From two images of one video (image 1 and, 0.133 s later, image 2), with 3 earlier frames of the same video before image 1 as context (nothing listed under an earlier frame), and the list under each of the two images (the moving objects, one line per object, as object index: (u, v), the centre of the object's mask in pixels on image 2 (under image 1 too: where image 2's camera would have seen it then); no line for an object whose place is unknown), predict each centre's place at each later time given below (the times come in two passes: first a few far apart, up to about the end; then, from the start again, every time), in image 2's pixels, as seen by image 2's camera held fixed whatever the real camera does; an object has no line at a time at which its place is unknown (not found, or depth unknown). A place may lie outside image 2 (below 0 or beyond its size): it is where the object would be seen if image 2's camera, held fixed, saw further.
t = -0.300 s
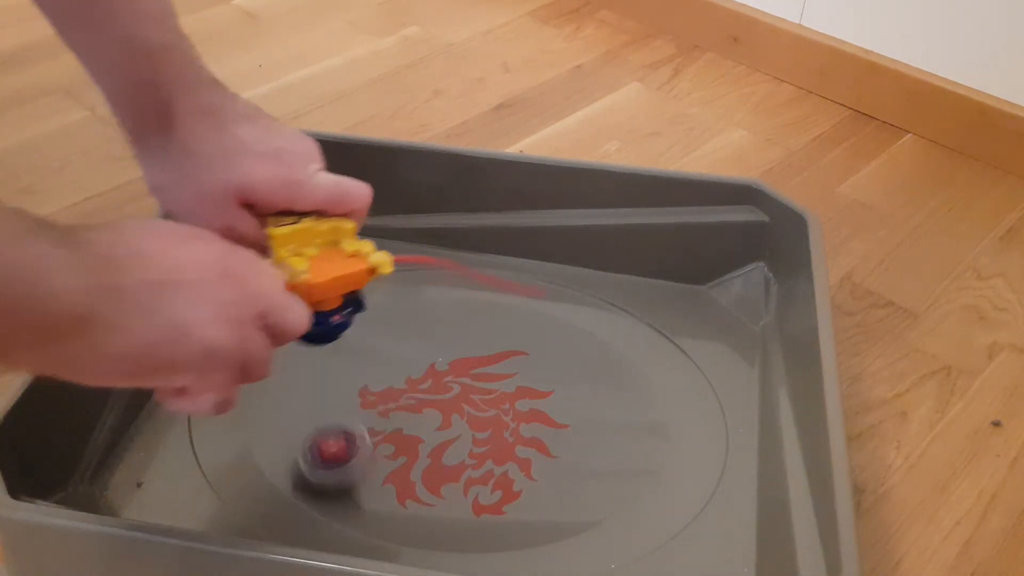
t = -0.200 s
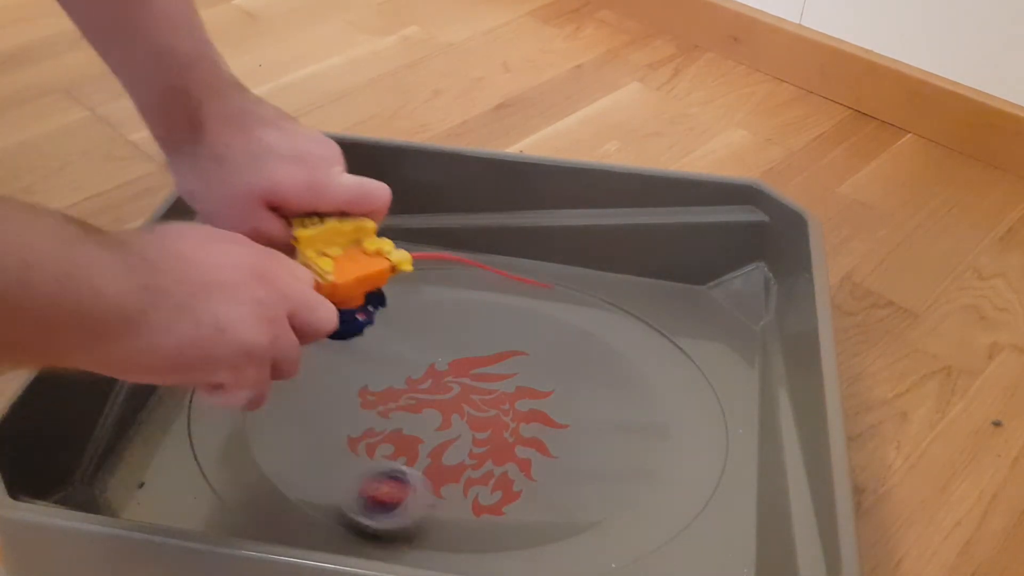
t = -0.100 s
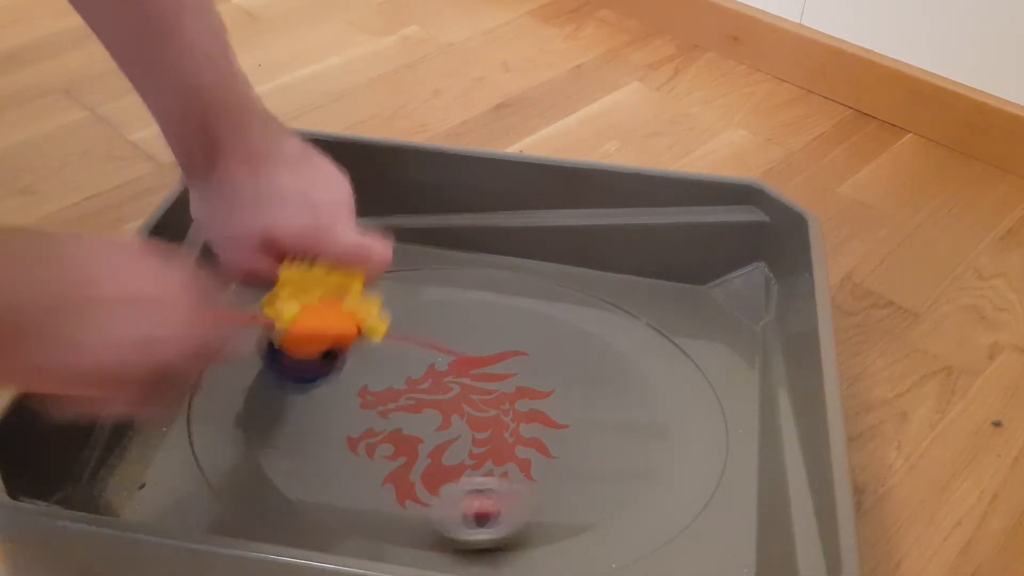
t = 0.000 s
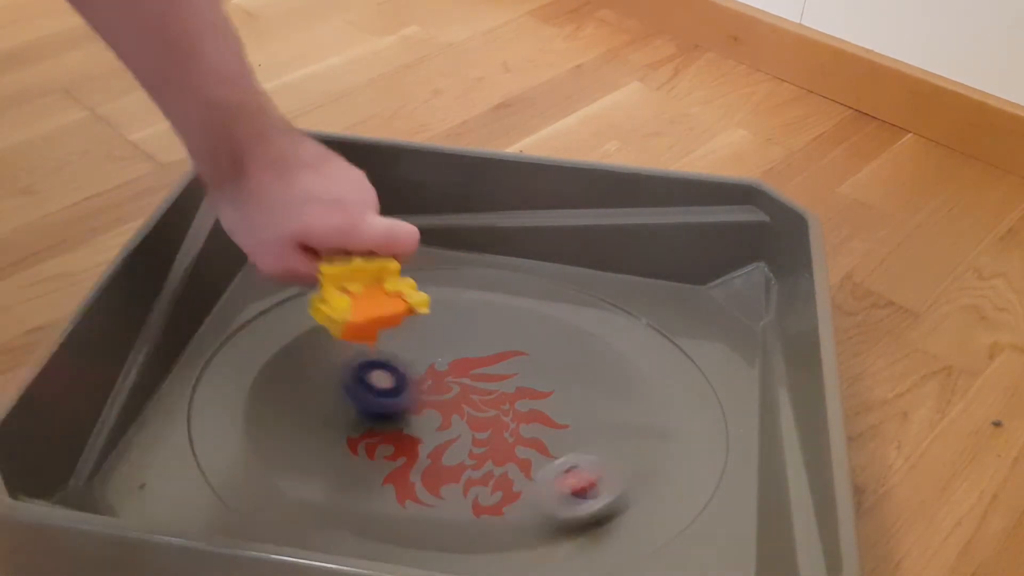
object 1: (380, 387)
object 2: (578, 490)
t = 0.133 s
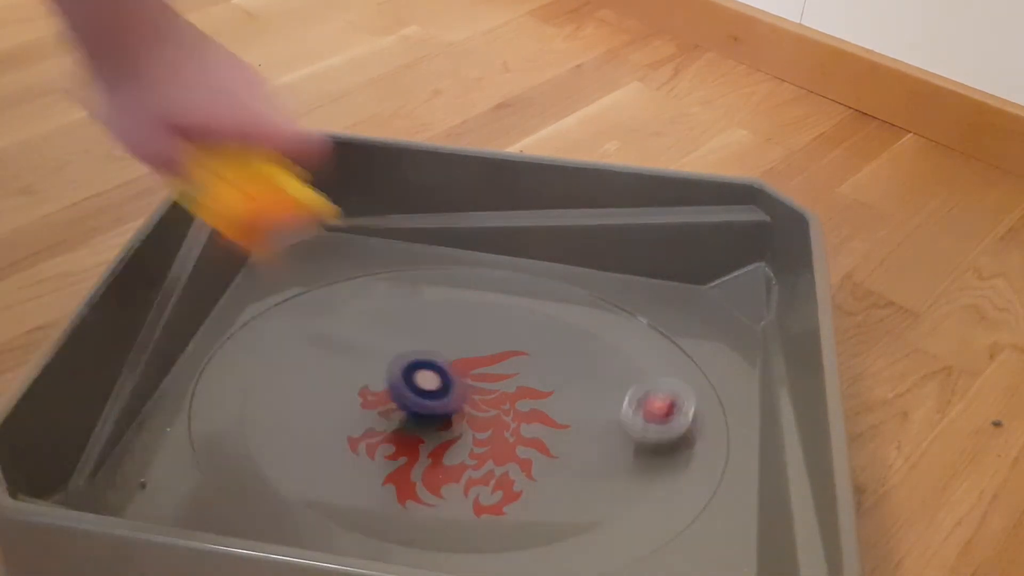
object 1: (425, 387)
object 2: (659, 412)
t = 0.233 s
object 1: (444, 372)
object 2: (645, 358)
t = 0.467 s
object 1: (387, 341)
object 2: (478, 324)
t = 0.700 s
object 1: (303, 364)
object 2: (330, 430)
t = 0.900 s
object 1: (409, 413)
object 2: (419, 517)
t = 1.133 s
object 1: (558, 373)
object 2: (627, 445)
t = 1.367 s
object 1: (498, 318)
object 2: (569, 336)
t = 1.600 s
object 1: (323, 333)
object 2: (395, 404)
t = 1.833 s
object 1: (304, 456)
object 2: (412, 497)
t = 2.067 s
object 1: (406, 437)
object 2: (724, 458)
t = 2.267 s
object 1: (383, 387)
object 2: (726, 348)
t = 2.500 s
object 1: (377, 399)
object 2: (700, 307)
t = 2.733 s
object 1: (414, 410)
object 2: (662, 292)
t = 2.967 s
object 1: (460, 372)
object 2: (636, 286)
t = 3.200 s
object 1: (461, 350)
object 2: (606, 286)
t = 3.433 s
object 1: (445, 367)
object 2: (496, 295)
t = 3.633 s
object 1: (482, 380)
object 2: (346, 376)
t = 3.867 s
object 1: (532, 386)
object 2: (393, 491)
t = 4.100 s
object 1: (516, 372)
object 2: (586, 452)
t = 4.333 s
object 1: (491, 396)
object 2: (543, 350)
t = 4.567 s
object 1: (477, 435)
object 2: (372, 367)
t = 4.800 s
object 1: (497, 456)
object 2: (374, 465)
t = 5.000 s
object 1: (568, 430)
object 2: (479, 455)
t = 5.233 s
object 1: (599, 349)
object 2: (479, 365)
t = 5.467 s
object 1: (465, 340)
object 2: (383, 345)
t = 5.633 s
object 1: (484, 407)
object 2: (282, 379)
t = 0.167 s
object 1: (432, 384)
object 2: (662, 394)
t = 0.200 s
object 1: (438, 379)
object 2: (656, 373)
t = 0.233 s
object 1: (444, 372)
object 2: (645, 358)
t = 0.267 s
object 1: (451, 364)
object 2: (626, 342)
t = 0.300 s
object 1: (454, 352)
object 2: (603, 331)
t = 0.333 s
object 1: (456, 344)
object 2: (575, 325)
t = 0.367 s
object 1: (454, 339)
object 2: (543, 323)
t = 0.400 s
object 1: (446, 338)
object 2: (516, 321)
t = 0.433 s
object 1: (412, 340)
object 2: (499, 321)
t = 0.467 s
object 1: (387, 341)
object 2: (478, 324)
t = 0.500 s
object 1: (362, 341)
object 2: (453, 332)
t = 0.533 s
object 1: (342, 340)
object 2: (426, 341)
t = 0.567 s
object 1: (327, 339)
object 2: (400, 355)
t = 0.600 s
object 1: (313, 341)
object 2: (377, 369)
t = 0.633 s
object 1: (305, 343)
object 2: (357, 387)
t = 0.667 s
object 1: (301, 353)
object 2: (339, 412)
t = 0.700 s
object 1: (303, 364)
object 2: (330, 430)
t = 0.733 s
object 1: (310, 373)
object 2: (327, 451)
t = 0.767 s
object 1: (322, 386)
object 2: (331, 469)
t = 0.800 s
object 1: (339, 398)
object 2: (343, 486)
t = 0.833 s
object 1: (361, 404)
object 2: (362, 500)
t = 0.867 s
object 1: (385, 410)
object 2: (389, 509)
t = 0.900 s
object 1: (409, 413)
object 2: (419, 517)
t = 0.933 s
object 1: (434, 417)
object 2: (455, 520)
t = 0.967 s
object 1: (458, 416)
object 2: (489, 517)
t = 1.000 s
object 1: (480, 414)
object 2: (524, 510)
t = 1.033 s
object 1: (505, 407)
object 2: (558, 499)
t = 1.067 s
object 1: (527, 398)
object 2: (588, 481)
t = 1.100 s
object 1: (545, 387)
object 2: (611, 464)
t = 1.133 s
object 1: (558, 373)
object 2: (627, 445)
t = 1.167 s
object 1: (565, 361)
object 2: (635, 423)
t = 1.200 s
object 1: (566, 351)
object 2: (637, 397)
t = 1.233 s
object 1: (562, 343)
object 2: (632, 377)
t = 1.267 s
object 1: (554, 336)
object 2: (622, 363)
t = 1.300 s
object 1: (538, 329)
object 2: (610, 350)
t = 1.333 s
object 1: (519, 321)
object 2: (592, 339)
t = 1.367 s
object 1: (498, 318)
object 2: (569, 336)
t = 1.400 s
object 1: (476, 314)
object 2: (544, 333)
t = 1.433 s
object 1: (455, 313)
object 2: (515, 334)
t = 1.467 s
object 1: (429, 314)
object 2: (486, 342)
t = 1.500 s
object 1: (405, 319)
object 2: (454, 350)
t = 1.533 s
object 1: (377, 320)
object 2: (434, 366)
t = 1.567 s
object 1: (348, 323)
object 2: (413, 384)
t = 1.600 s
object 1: (323, 333)
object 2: (395, 404)
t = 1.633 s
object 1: (303, 344)
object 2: (381, 422)
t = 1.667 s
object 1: (288, 361)
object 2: (371, 441)
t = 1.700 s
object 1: (275, 380)
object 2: (365, 456)
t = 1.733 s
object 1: (273, 399)
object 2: (367, 471)
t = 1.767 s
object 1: (277, 420)
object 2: (375, 482)
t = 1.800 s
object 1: (289, 440)
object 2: (391, 491)
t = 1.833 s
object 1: (304, 456)
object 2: (412, 497)
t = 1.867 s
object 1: (332, 471)
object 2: (435, 500)
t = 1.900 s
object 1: (365, 481)
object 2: (462, 500)
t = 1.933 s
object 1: (401, 485)
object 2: (489, 497)
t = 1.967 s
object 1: (428, 482)
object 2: (524, 494)
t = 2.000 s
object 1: (419, 467)
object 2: (603, 485)
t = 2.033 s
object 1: (409, 452)
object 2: (670, 470)
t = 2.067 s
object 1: (406, 437)
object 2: (724, 458)
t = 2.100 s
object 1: (401, 425)
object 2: (734, 423)
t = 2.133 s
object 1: (398, 411)
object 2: (733, 396)
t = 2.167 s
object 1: (392, 401)
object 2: (730, 385)
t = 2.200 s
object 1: (388, 394)
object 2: (729, 366)
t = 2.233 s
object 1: (386, 390)
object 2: (728, 351)
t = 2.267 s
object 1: (383, 387)
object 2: (726, 348)
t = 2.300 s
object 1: (382, 386)
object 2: (726, 334)
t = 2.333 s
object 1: (381, 385)
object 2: (723, 329)
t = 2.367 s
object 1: (381, 387)
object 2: (720, 321)
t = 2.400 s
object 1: (380, 389)
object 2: (715, 317)
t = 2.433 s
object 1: (379, 393)
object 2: (710, 313)
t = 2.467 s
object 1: (378, 396)
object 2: (705, 309)
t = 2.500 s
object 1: (377, 399)
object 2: (700, 307)
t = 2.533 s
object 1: (377, 403)
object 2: (694, 303)
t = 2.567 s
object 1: (379, 406)
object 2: (688, 301)
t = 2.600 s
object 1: (382, 409)
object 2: (683, 298)
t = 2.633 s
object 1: (388, 412)
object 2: (678, 297)
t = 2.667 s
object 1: (396, 413)
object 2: (673, 296)
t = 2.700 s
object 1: (404, 412)
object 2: (667, 294)
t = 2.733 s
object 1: (414, 410)
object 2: (662, 292)
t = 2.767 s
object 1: (422, 406)
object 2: (658, 291)
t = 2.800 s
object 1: (427, 401)
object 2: (654, 290)
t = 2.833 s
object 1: (436, 396)
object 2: (650, 289)
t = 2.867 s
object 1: (444, 390)
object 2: (646, 288)
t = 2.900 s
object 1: (449, 384)
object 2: (643, 287)
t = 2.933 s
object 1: (456, 378)
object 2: (639, 286)
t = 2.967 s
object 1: (460, 372)
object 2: (636, 286)
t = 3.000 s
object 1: (464, 365)
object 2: (633, 286)
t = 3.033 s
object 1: (469, 359)
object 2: (630, 285)
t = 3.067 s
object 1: (470, 353)
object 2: (627, 285)
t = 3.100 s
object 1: (470, 349)
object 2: (624, 285)
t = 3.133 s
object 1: (468, 348)
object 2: (620, 284)
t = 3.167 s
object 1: (466, 349)
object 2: (615, 284)
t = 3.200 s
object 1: (461, 350)
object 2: (606, 286)
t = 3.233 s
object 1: (455, 352)
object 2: (595, 285)
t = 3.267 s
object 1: (449, 356)
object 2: (582, 286)
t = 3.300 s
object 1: (445, 359)
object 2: (567, 286)
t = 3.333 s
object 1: (442, 361)
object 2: (551, 287)
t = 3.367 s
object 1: (441, 363)
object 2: (534, 288)
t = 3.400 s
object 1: (443, 365)
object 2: (516, 289)
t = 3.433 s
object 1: (445, 367)
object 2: (496, 295)
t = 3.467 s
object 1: (449, 371)
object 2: (471, 303)
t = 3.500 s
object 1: (456, 374)
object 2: (444, 313)
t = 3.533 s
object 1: (465, 376)
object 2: (414, 327)
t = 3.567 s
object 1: (470, 377)
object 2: (387, 342)
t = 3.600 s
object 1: (477, 379)
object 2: (364, 357)
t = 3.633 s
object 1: (482, 380)
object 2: (346, 376)
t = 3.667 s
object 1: (489, 381)
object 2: (334, 392)
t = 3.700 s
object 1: (497, 383)
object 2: (327, 412)
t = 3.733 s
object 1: (504, 385)
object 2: (328, 432)
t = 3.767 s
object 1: (512, 385)
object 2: (334, 449)
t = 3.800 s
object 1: (518, 385)
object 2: (347, 466)
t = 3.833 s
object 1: (528, 387)
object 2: (366, 480)
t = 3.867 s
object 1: (532, 386)
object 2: (393, 491)
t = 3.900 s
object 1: (533, 384)
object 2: (424, 498)
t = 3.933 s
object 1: (534, 382)
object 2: (452, 500)
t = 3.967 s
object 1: (535, 380)
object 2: (487, 498)
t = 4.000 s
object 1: (534, 378)
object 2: (517, 493)
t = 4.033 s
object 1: (529, 375)
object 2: (546, 482)
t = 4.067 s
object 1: (523, 373)
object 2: (569, 468)
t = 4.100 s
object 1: (516, 372)
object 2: (586, 452)
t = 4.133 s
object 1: (508, 372)
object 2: (595, 435)
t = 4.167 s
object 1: (505, 373)
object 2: (599, 418)
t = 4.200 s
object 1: (502, 376)
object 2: (596, 401)
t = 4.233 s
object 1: (499, 380)
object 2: (589, 386)
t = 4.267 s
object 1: (495, 384)
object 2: (577, 371)
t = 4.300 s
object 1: (493, 388)
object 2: (561, 359)
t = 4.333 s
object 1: (491, 396)
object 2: (543, 350)
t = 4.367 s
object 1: (487, 401)
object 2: (523, 345)
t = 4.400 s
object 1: (484, 405)
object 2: (498, 343)
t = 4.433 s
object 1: (482, 412)
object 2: (465, 341)
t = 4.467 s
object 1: (480, 418)
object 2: (439, 344)
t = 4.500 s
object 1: (478, 424)
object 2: (414, 349)
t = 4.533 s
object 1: (477, 430)
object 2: (393, 358)
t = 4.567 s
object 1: (477, 435)
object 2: (372, 367)
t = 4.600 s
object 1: (477, 441)
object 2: (356, 379)
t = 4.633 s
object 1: (477, 446)
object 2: (346, 393)
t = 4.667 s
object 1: (479, 450)
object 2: (341, 407)
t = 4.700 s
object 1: (481, 454)
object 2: (341, 424)
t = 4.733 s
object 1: (485, 456)
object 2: (348, 440)
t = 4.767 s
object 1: (490, 457)
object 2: (358, 453)
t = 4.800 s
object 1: (497, 456)
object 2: (374, 465)
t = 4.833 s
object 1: (504, 453)
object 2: (393, 473)
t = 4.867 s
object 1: (509, 449)
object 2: (418, 481)
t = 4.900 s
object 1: (511, 444)
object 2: (441, 483)
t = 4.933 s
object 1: (524, 438)
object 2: (459, 478)
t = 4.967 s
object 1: (548, 434)
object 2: (470, 468)
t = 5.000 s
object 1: (568, 430)
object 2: (479, 455)
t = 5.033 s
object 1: (586, 419)
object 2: (485, 442)
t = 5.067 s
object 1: (598, 408)
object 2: (489, 425)
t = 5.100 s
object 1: (607, 395)
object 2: (491, 413)
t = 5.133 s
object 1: (611, 383)
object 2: (491, 402)
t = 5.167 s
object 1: (611, 370)
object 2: (488, 387)
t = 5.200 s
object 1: (607, 359)
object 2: (483, 373)
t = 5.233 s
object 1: (599, 349)
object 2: (479, 365)
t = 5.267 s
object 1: (587, 338)
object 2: (471, 351)
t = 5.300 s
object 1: (571, 331)
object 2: (461, 343)
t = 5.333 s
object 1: (554, 327)
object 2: (450, 340)
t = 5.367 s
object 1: (533, 325)
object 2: (436, 339)
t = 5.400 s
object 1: (508, 328)
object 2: (421, 341)
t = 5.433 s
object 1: (481, 334)
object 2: (405, 343)
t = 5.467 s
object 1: (465, 340)
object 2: (383, 345)
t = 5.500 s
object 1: (468, 360)
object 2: (353, 348)
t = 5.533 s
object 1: (471, 375)
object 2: (325, 351)
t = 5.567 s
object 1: (474, 387)
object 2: (305, 358)
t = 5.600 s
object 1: (478, 398)
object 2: (289, 368)
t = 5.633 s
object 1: (484, 407)
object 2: (282, 379)
